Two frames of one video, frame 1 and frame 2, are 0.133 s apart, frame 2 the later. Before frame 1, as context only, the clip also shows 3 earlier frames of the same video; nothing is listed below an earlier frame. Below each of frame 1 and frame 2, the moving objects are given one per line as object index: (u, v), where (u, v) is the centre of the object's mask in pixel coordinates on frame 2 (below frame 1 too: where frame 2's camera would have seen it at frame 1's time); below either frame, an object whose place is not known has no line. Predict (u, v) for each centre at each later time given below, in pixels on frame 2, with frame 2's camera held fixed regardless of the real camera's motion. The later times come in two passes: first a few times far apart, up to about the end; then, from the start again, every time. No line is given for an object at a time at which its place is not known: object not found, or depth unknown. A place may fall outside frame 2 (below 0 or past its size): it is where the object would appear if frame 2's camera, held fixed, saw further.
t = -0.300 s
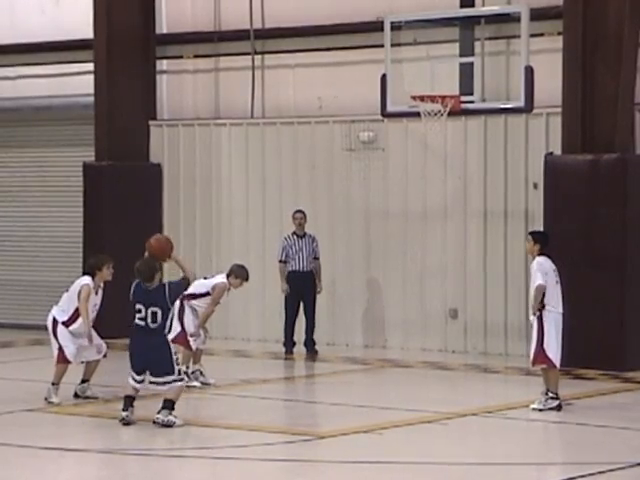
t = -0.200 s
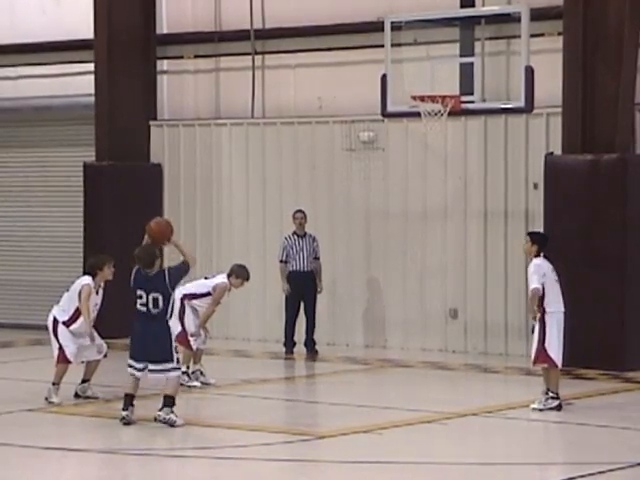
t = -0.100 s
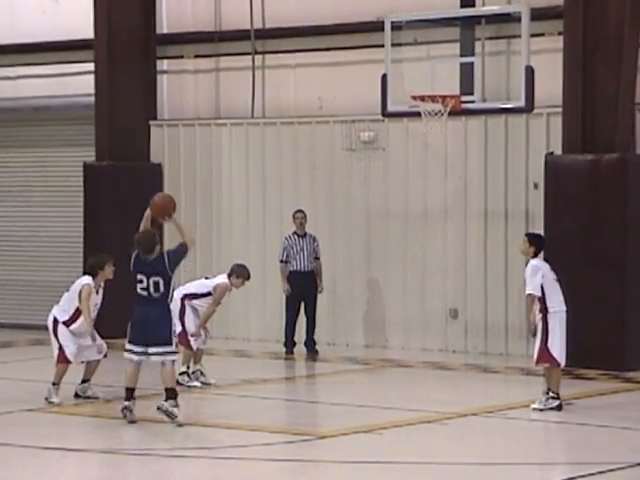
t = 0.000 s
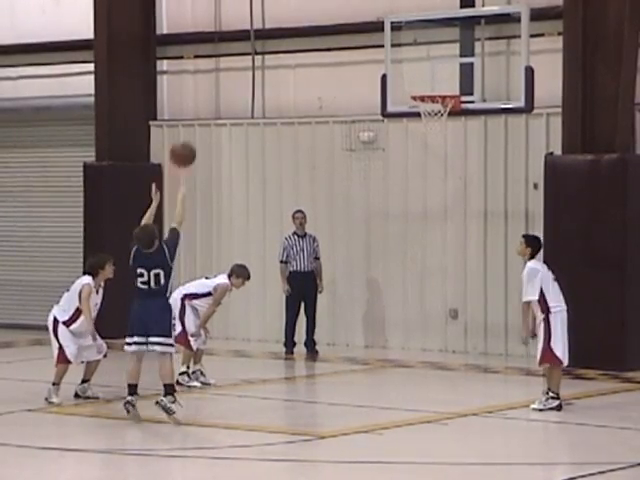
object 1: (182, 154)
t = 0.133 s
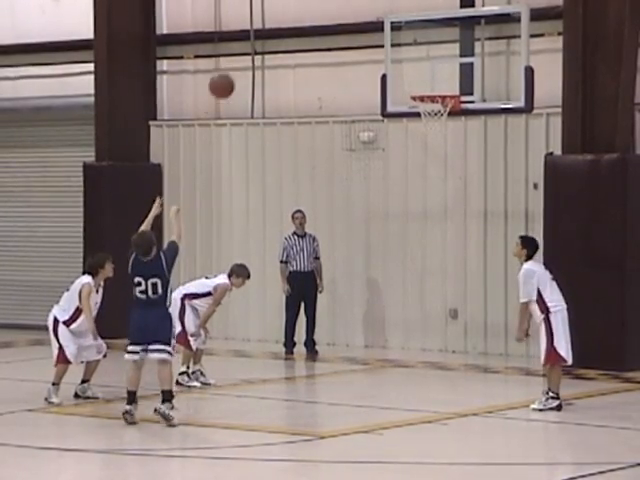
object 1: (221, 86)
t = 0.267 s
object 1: (258, 39)
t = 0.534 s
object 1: (327, 8)
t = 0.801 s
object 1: (387, 44)
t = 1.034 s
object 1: (414, 68)
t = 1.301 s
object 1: (411, 60)
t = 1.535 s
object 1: (404, 85)
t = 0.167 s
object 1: (230, 72)
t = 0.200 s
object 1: (240, 60)
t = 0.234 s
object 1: (249, 48)
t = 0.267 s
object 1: (258, 39)
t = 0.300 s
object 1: (267, 30)
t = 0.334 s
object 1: (276, 24)
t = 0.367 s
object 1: (285, 18)
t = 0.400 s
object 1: (294, 13)
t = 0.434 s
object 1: (302, 10)
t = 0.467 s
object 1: (310, 9)
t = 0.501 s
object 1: (319, 8)
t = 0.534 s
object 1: (327, 8)
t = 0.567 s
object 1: (335, 9)
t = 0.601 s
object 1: (343, 10)
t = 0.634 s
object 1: (350, 13)
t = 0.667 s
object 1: (358, 18)
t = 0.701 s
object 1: (366, 22)
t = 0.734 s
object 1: (373, 28)
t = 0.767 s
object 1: (379, 35)
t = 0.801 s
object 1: (387, 44)
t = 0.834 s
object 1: (395, 53)
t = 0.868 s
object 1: (401, 63)
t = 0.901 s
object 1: (408, 74)
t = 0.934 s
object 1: (415, 86)
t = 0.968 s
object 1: (415, 80)
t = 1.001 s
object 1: (415, 73)
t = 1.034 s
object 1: (414, 68)
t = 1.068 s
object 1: (414, 63)
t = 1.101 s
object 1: (413, 60)
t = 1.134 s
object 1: (413, 58)
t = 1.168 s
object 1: (413, 56)
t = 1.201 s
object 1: (413, 56)
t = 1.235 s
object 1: (412, 56)
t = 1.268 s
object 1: (412, 58)
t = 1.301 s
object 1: (411, 60)
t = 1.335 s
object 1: (411, 64)
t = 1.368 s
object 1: (410, 68)
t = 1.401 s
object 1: (410, 75)
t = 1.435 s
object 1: (410, 81)
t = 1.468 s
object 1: (409, 86)
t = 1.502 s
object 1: (406, 85)
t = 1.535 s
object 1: (404, 85)
